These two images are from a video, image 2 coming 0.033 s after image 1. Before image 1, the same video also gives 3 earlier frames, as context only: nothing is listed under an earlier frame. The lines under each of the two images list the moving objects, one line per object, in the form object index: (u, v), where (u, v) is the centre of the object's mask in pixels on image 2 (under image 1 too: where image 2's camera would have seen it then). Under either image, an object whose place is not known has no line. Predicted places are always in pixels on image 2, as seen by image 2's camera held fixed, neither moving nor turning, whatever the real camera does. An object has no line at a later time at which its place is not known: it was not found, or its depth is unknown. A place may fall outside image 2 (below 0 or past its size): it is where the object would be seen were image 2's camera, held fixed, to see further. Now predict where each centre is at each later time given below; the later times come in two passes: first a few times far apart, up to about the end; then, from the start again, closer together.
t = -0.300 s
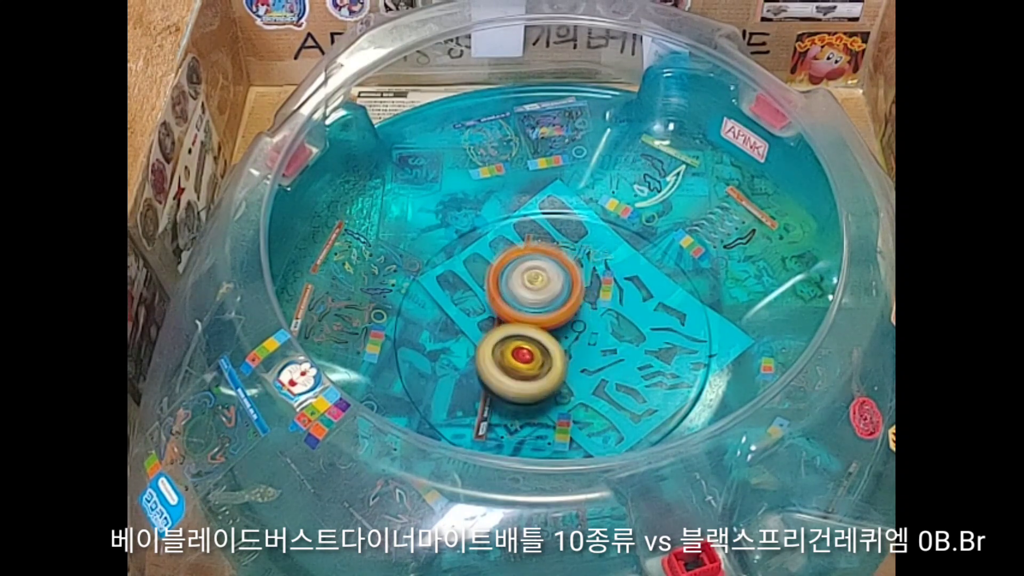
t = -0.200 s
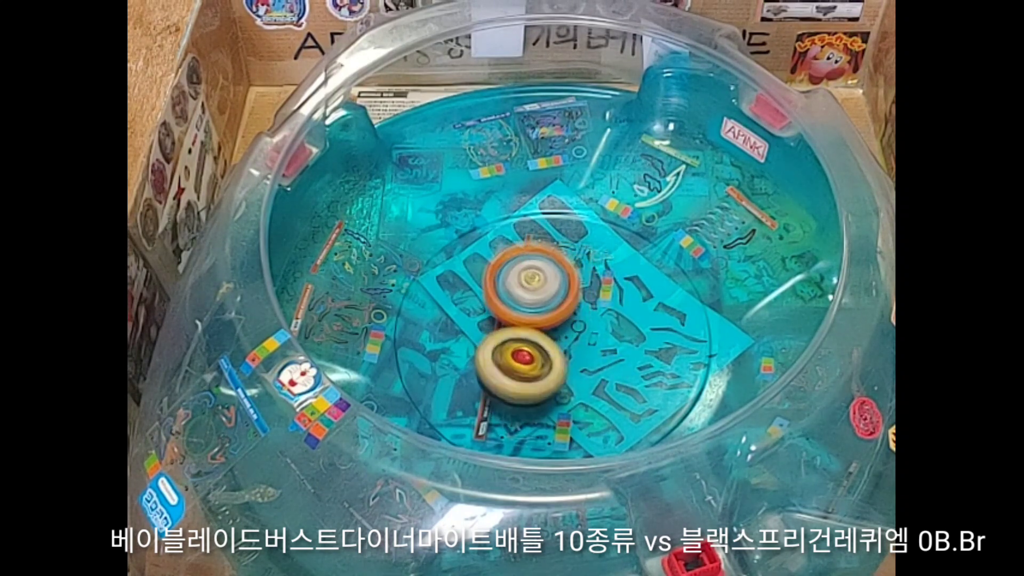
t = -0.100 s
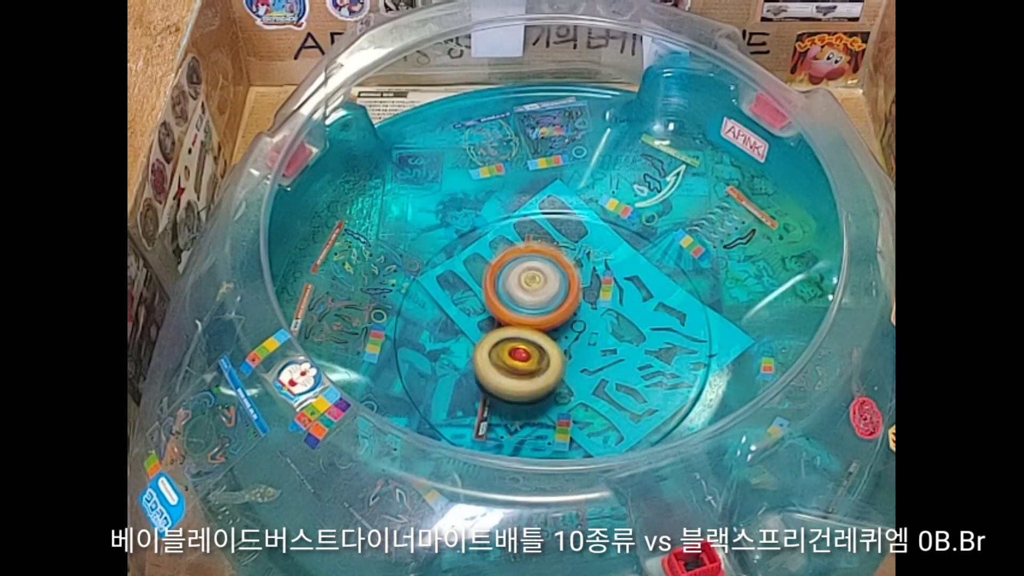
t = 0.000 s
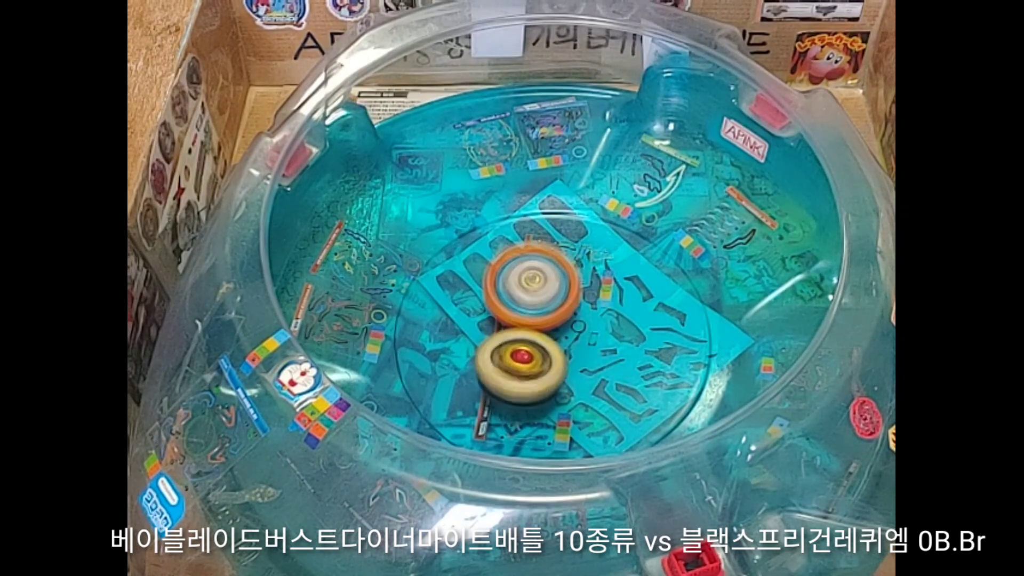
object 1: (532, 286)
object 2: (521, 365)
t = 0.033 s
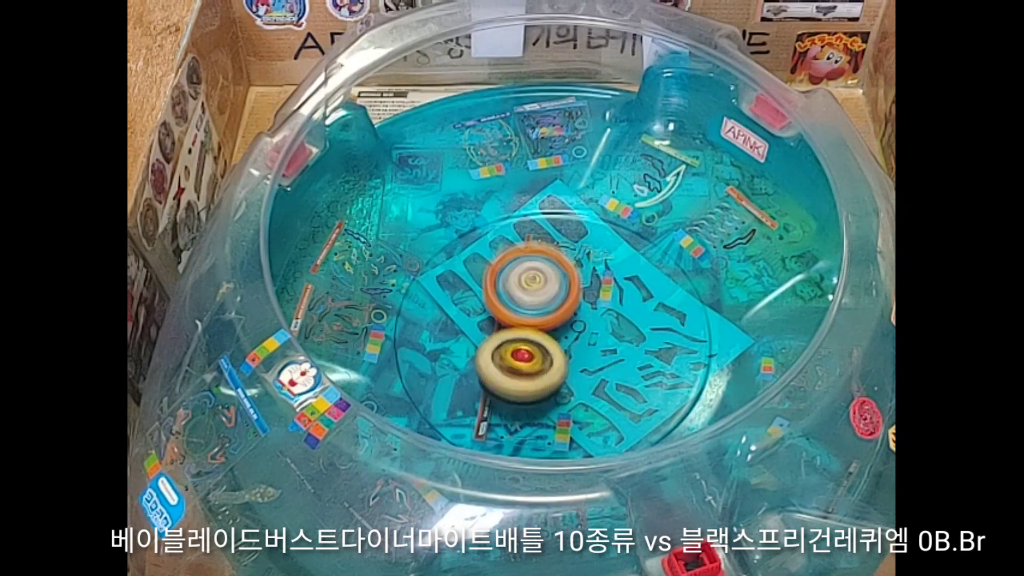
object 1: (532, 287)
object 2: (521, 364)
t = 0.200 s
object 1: (535, 287)
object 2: (525, 366)
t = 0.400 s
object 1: (540, 286)
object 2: (533, 364)
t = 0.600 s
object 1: (545, 284)
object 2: (543, 363)
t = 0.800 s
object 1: (542, 285)
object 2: (550, 362)
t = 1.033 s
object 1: (548, 284)
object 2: (553, 363)
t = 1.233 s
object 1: (554, 285)
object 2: (552, 364)
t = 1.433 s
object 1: (562, 287)
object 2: (553, 366)
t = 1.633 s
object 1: (568, 290)
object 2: (549, 368)
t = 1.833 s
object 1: (585, 293)
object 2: (547, 368)
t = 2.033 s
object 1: (590, 297)
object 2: (545, 368)
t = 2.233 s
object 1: (589, 302)
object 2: (535, 366)
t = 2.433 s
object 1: (588, 312)
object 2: (511, 362)
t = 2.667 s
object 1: (586, 321)
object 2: (502, 360)
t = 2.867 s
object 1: (582, 323)
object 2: (495, 362)
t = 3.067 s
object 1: (580, 324)
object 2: (495, 361)
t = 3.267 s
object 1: (579, 322)
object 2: (493, 360)
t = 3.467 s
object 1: (582, 317)
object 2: (490, 358)
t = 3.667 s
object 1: (583, 314)
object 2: (488, 347)
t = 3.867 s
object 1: (581, 314)
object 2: (483, 346)
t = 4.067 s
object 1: (582, 315)
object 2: (486, 338)
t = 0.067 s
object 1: (533, 287)
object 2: (521, 365)
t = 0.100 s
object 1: (534, 287)
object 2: (521, 365)
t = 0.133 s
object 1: (534, 287)
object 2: (522, 365)
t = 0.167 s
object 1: (535, 287)
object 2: (524, 366)
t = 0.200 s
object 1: (535, 287)
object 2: (525, 366)
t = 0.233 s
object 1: (536, 287)
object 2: (526, 366)
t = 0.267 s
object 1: (536, 287)
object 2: (529, 365)
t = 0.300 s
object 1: (538, 287)
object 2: (531, 365)
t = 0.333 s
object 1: (539, 286)
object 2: (533, 367)
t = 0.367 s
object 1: (539, 286)
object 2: (534, 365)
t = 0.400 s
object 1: (540, 286)
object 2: (533, 364)
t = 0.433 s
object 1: (541, 286)
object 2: (535, 363)
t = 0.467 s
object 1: (542, 285)
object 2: (537, 363)
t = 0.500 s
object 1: (543, 284)
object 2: (540, 364)
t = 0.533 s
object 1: (543, 284)
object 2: (541, 364)
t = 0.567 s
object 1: (544, 284)
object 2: (541, 363)
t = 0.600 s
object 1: (545, 284)
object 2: (543, 363)
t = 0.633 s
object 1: (545, 283)
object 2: (545, 361)
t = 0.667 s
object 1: (547, 283)
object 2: (548, 362)
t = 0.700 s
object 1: (546, 283)
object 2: (549, 361)
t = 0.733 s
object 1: (543, 284)
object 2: (550, 362)
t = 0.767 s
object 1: (541, 284)
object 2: (549, 362)
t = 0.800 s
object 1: (542, 285)
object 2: (550, 362)
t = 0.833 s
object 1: (543, 284)
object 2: (552, 362)
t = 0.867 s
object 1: (545, 284)
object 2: (553, 362)
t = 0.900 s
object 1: (546, 284)
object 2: (554, 362)
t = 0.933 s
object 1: (546, 284)
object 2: (553, 362)
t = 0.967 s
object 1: (547, 284)
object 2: (553, 362)
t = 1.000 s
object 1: (547, 284)
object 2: (554, 363)
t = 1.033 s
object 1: (548, 284)
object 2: (553, 363)
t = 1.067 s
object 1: (549, 285)
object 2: (553, 363)
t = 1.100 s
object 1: (549, 285)
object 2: (553, 364)
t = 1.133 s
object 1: (551, 285)
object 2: (553, 363)
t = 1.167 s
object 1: (552, 285)
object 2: (552, 364)
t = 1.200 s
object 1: (553, 285)
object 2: (553, 364)
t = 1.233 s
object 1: (554, 285)
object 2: (552, 364)
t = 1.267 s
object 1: (556, 286)
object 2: (552, 365)
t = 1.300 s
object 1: (557, 286)
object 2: (553, 365)
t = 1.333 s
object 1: (559, 286)
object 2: (553, 365)
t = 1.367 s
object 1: (559, 287)
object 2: (553, 365)
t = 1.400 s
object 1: (561, 287)
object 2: (552, 366)
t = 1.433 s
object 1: (562, 287)
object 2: (553, 366)
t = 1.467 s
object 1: (563, 287)
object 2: (552, 366)
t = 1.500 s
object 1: (564, 288)
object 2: (553, 366)
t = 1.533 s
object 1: (565, 288)
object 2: (552, 367)
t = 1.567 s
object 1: (566, 288)
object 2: (552, 367)
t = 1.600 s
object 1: (567, 289)
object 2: (550, 367)
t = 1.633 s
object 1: (568, 290)
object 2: (549, 368)
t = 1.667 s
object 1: (571, 292)
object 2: (549, 368)
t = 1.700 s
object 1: (572, 292)
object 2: (548, 368)
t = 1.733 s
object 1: (575, 293)
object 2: (548, 368)
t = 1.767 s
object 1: (579, 292)
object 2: (548, 368)
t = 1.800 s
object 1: (582, 293)
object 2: (547, 368)
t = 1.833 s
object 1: (585, 293)
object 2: (547, 368)
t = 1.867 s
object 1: (587, 293)
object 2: (547, 368)
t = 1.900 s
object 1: (591, 294)
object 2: (546, 368)
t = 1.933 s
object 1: (590, 295)
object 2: (546, 368)
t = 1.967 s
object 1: (590, 296)
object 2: (545, 368)
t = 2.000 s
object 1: (591, 297)
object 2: (545, 368)
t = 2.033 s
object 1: (590, 297)
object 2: (545, 368)
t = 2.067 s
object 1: (590, 298)
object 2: (544, 367)
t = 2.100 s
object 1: (590, 299)
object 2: (544, 367)
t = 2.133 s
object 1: (590, 299)
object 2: (543, 367)
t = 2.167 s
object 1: (590, 300)
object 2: (541, 367)
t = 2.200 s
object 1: (590, 301)
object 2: (538, 368)
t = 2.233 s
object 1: (589, 302)
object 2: (535, 366)
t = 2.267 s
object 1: (589, 303)
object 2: (530, 365)
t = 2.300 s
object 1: (588, 305)
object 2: (525, 364)
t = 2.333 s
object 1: (588, 307)
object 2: (522, 363)
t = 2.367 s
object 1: (590, 310)
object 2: (518, 363)
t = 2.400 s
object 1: (588, 311)
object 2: (514, 362)
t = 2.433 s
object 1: (588, 312)
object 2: (511, 362)
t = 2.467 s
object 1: (588, 314)
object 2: (510, 361)
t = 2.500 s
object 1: (588, 316)
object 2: (509, 360)
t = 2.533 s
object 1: (589, 319)
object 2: (508, 360)
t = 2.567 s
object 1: (589, 319)
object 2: (506, 361)
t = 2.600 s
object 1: (588, 320)
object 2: (504, 361)
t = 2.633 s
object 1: (586, 321)
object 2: (502, 360)
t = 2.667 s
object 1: (586, 321)
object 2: (502, 360)
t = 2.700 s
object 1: (585, 322)
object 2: (502, 360)
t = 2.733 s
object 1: (585, 322)
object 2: (500, 361)
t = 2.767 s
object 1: (585, 323)
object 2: (497, 362)
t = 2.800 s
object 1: (583, 322)
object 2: (494, 362)
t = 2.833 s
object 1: (583, 323)
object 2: (493, 363)
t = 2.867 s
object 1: (582, 323)
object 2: (495, 362)
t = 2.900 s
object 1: (581, 323)
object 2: (496, 361)
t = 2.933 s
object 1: (581, 323)
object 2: (496, 361)
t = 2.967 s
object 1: (580, 324)
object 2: (495, 361)
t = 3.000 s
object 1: (580, 324)
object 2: (494, 361)
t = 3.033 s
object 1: (580, 324)
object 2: (494, 361)
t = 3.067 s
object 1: (580, 324)
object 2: (495, 361)
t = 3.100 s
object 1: (580, 323)
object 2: (495, 361)
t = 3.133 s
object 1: (580, 324)
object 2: (496, 360)
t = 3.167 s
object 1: (580, 323)
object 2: (495, 360)
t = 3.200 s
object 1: (580, 322)
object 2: (496, 360)
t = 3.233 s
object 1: (579, 322)
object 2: (495, 359)
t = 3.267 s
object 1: (579, 322)
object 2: (493, 360)
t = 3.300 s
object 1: (579, 321)
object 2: (490, 363)
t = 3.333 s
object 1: (580, 320)
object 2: (488, 364)
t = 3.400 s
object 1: (581, 318)
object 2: (489, 363)
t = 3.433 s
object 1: (581, 317)
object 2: (489, 361)
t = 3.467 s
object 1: (582, 317)
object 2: (490, 358)
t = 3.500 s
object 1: (582, 316)
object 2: (489, 354)
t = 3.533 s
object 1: (582, 316)
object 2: (489, 350)
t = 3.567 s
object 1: (582, 315)
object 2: (489, 349)
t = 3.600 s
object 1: (582, 314)
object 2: (489, 348)
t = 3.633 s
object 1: (583, 314)
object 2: (488, 347)
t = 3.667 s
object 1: (583, 314)
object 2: (488, 347)
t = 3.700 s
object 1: (583, 314)
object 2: (487, 346)
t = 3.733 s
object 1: (582, 314)
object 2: (486, 346)
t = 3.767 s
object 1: (582, 314)
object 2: (485, 346)
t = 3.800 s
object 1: (582, 313)
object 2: (484, 346)
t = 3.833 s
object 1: (582, 314)
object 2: (483, 346)
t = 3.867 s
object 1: (581, 314)
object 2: (483, 346)
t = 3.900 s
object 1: (581, 314)
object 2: (483, 346)
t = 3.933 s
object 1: (580, 315)
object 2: (485, 345)
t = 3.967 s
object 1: (580, 314)
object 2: (487, 342)
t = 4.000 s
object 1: (580, 315)
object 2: (489, 341)
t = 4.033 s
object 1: (580, 315)
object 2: (490, 339)
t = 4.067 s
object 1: (582, 315)
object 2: (486, 338)
